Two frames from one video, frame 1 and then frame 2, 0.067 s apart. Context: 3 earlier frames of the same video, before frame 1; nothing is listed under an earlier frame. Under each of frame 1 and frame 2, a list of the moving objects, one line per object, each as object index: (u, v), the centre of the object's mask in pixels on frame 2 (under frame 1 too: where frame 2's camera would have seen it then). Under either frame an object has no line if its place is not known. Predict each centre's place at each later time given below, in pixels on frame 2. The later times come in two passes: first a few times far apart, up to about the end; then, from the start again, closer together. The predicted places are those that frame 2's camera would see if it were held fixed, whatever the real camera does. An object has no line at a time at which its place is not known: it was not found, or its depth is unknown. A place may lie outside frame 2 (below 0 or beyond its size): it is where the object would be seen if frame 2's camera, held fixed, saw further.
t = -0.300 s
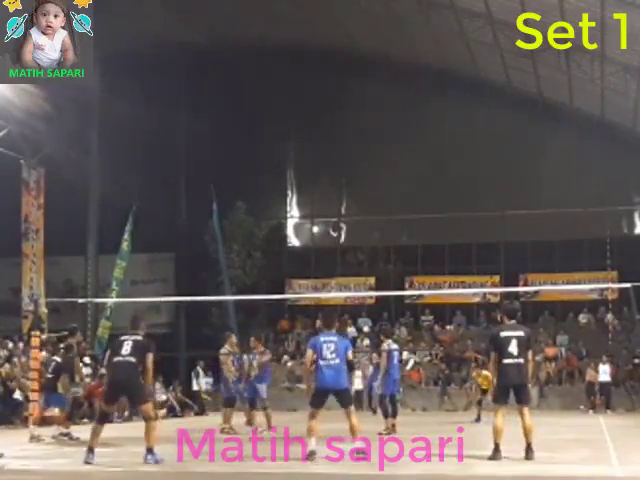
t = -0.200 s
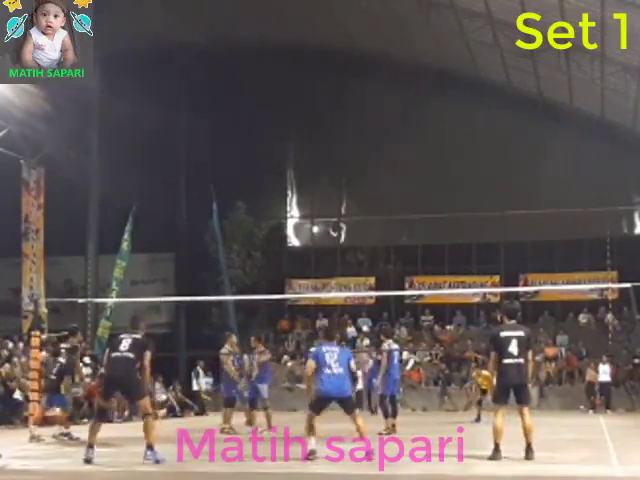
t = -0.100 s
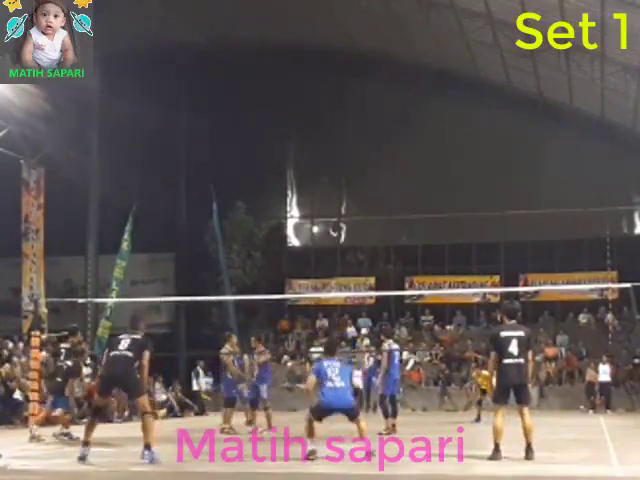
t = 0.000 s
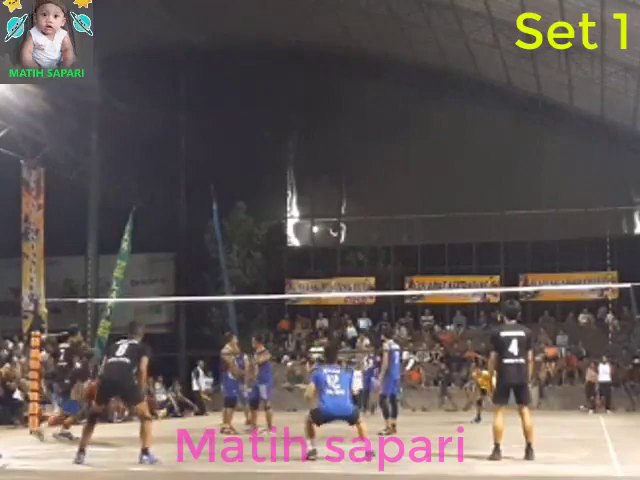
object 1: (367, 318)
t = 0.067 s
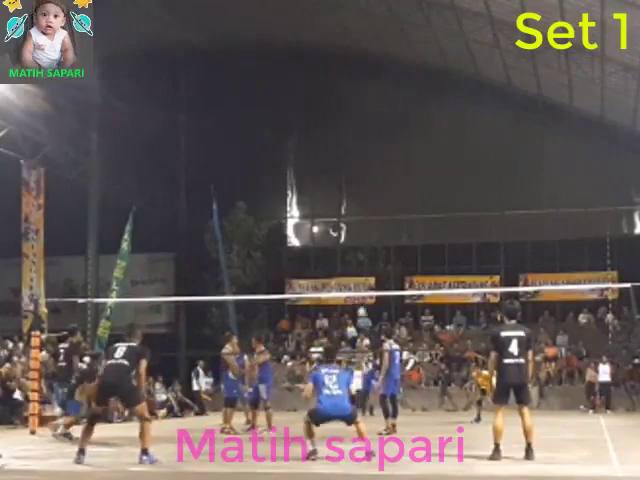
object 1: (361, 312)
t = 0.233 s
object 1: (355, 284)
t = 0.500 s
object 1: (341, 257)
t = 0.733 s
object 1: (319, 247)
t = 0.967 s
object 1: (291, 262)
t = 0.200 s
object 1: (357, 288)
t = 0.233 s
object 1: (355, 284)
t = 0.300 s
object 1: (352, 275)
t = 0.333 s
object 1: (350, 273)
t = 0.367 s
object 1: (348, 270)
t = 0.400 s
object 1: (347, 267)
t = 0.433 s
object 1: (345, 263)
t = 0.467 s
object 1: (343, 260)
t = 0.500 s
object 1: (341, 257)
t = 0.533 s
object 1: (338, 255)
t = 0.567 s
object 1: (335, 253)
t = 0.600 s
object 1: (333, 251)
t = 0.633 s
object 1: (330, 249)
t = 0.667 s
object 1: (327, 248)
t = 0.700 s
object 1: (323, 247)
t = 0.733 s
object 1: (319, 247)
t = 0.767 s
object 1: (315, 247)
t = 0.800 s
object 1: (311, 248)
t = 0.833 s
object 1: (307, 249)
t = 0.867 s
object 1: (303, 251)
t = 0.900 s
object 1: (299, 254)
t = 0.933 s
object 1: (295, 257)
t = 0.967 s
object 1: (291, 262)
